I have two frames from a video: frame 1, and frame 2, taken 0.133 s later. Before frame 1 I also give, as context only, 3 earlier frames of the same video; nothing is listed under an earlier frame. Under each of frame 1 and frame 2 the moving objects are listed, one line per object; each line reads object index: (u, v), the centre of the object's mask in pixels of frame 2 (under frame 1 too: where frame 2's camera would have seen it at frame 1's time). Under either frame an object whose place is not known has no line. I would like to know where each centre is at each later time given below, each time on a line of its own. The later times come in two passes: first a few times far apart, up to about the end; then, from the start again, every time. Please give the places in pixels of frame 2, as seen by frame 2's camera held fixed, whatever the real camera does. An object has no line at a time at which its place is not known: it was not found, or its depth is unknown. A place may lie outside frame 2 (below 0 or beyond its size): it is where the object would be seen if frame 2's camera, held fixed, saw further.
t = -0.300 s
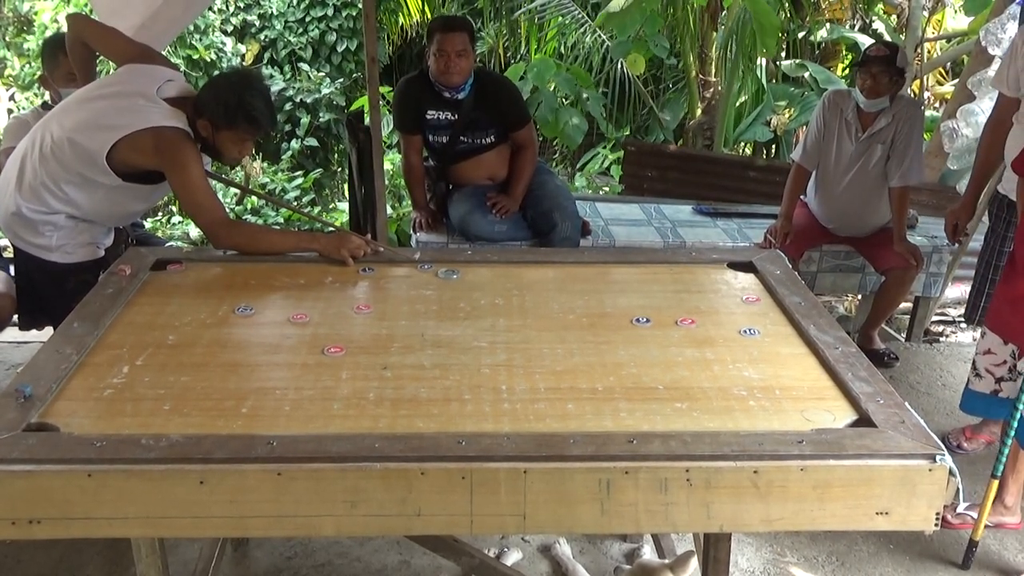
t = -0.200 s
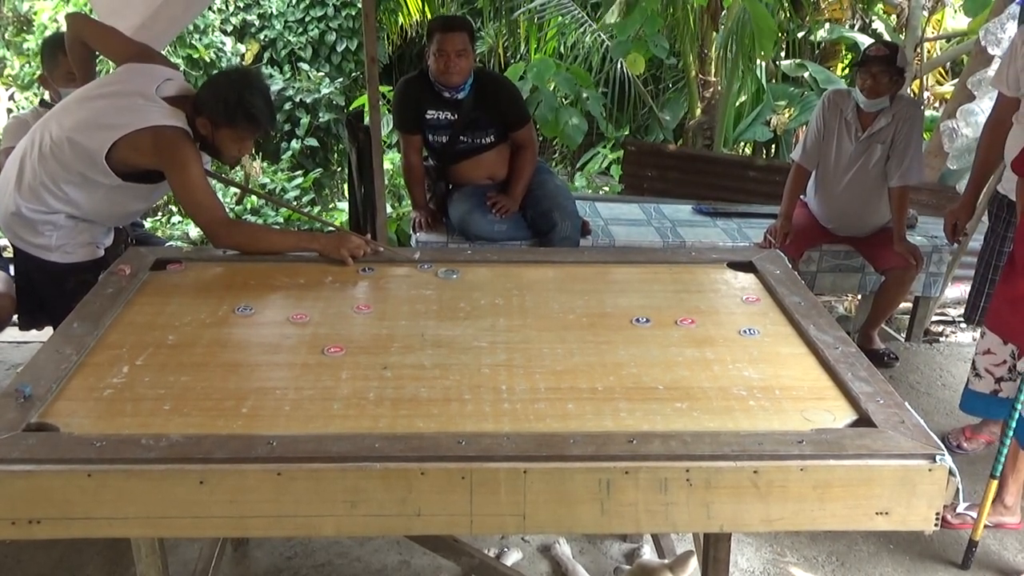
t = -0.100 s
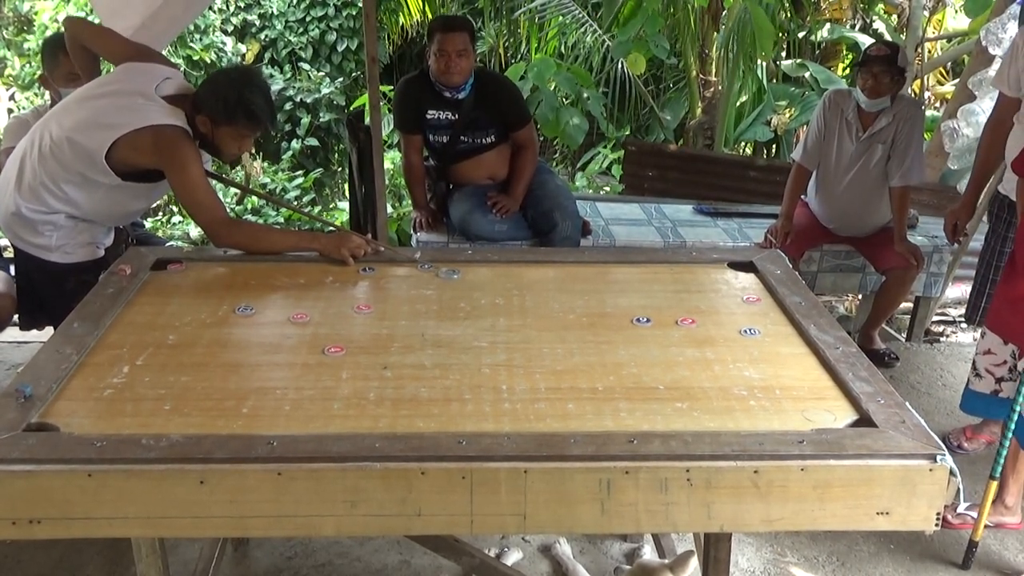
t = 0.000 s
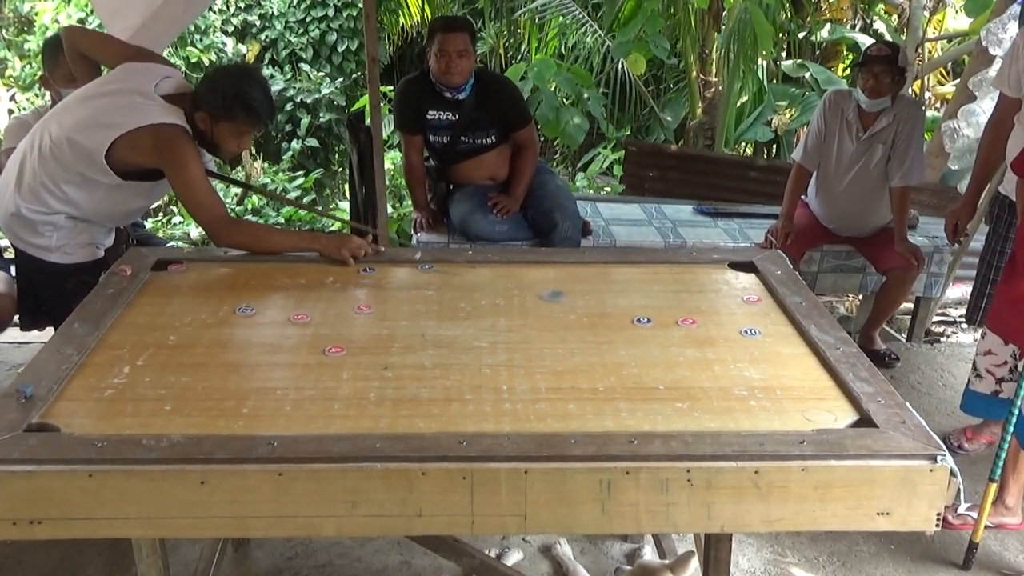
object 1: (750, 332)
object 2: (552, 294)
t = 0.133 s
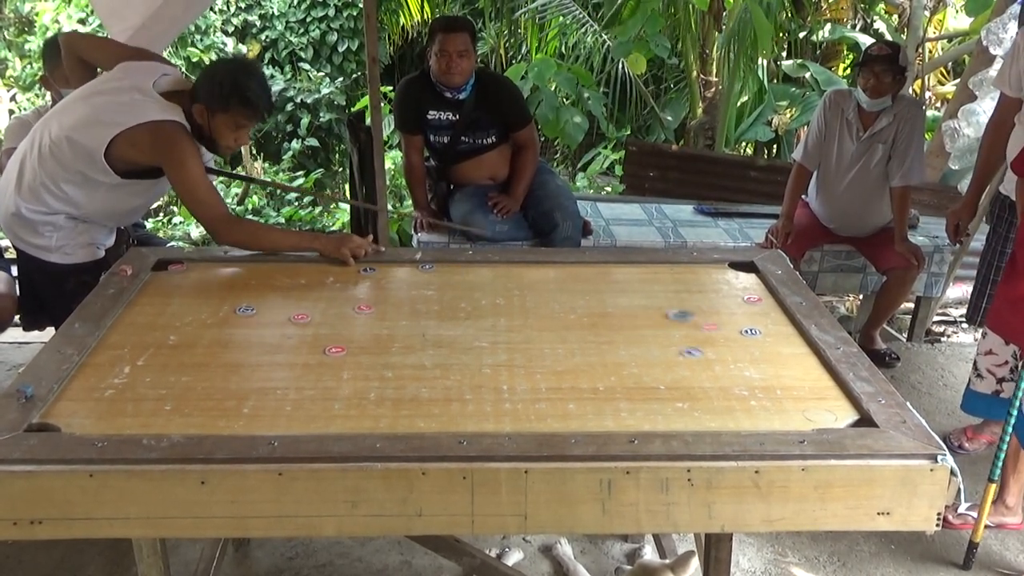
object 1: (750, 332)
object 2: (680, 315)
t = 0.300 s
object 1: (759, 328)
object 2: (766, 315)
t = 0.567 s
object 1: (661, 326)
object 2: (702, 309)
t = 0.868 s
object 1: (571, 325)
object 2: (627, 304)
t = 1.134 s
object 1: (504, 323)
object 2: (579, 301)
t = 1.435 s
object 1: (456, 320)
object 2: (545, 300)
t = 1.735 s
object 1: (434, 320)
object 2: (533, 299)
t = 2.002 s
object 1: (431, 320)
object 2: (533, 299)
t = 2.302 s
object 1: (431, 320)
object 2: (533, 299)
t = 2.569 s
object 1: (431, 320)
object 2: (533, 300)
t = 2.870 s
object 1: (431, 320)
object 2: (533, 299)
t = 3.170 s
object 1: (431, 320)
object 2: (533, 299)
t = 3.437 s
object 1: (430, 319)
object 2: (533, 300)
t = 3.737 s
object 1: (431, 320)
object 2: (533, 300)
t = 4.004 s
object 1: (431, 320)
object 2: (533, 299)
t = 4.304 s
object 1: (431, 320)
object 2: (533, 299)
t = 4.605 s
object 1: (431, 320)
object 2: (533, 300)
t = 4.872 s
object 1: (431, 320)
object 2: (533, 300)
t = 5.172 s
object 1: (430, 320)
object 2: (533, 299)
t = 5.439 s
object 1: (431, 320)
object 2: (533, 299)
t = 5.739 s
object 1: (431, 320)
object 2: (533, 300)
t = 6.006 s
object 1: (431, 320)
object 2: (533, 300)
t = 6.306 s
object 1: (431, 320)
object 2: (533, 300)
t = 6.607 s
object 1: (431, 320)
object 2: (533, 300)
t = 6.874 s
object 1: (431, 320)
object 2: (534, 299)
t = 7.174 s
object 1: (431, 320)
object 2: (534, 300)
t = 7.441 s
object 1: (431, 320)
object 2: (534, 300)
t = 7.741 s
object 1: (431, 320)
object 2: (534, 300)
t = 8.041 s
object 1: (431, 320)
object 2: (533, 299)
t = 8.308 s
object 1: (431, 320)
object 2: (534, 299)
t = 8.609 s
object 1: (431, 319)
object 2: (534, 300)
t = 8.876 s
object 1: (431, 320)
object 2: (534, 300)
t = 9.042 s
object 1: (431, 320)
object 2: (534, 300)
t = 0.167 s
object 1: (756, 332)
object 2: (697, 315)
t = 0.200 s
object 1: (775, 330)
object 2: (715, 314)
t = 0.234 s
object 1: (784, 329)
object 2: (732, 315)
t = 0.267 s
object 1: (771, 329)
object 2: (750, 315)
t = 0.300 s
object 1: (759, 328)
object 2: (766, 315)
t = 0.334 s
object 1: (745, 328)
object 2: (771, 314)
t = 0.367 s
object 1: (733, 328)
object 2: (762, 314)
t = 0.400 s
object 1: (720, 327)
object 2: (751, 313)
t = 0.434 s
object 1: (707, 327)
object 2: (741, 312)
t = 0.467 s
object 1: (696, 327)
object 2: (731, 311)
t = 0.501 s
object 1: (684, 327)
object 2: (721, 311)
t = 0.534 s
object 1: (673, 327)
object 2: (711, 309)
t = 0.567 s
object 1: (661, 326)
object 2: (702, 309)
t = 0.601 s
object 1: (649, 326)
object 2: (692, 308)
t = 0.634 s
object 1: (639, 326)
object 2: (683, 307)
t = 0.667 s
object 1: (628, 326)
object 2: (675, 307)
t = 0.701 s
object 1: (618, 326)
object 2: (666, 307)
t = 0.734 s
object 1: (608, 325)
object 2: (658, 306)
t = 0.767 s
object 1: (598, 325)
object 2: (650, 306)
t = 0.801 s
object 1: (588, 325)
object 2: (642, 305)
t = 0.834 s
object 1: (580, 325)
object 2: (634, 305)
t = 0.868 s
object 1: (571, 325)
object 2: (627, 304)
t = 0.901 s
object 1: (562, 324)
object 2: (620, 304)
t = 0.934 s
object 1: (552, 324)
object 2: (613, 303)
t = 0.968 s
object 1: (544, 324)
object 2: (606, 303)
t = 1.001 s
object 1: (536, 323)
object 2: (601, 302)
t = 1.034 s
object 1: (528, 323)
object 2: (596, 302)
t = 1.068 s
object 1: (519, 323)
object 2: (589, 301)
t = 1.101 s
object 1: (511, 323)
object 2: (584, 301)
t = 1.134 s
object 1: (504, 323)
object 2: (579, 301)
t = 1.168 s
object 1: (498, 323)
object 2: (574, 301)
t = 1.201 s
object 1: (491, 322)
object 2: (569, 300)
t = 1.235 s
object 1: (485, 322)
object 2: (565, 300)
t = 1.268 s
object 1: (479, 321)
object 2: (561, 300)
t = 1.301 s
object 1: (473, 321)
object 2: (557, 300)
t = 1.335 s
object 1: (468, 321)
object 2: (554, 300)
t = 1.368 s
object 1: (463, 320)
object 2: (551, 300)
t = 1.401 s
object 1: (459, 320)
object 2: (548, 300)
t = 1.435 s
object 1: (456, 320)
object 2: (545, 300)
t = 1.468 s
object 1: (452, 320)
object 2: (543, 299)
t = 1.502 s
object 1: (448, 320)
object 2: (541, 300)
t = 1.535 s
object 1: (445, 320)
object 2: (540, 300)
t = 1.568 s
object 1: (443, 320)
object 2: (538, 299)
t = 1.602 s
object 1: (441, 320)
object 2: (536, 299)
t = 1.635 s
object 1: (438, 320)
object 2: (536, 300)
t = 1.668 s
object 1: (437, 320)
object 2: (534, 300)
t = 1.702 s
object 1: (435, 320)
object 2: (534, 299)
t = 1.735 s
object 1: (434, 320)
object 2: (533, 299)
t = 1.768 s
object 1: (433, 320)
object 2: (533, 299)
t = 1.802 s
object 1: (432, 320)
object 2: (533, 299)
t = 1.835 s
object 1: (431, 320)
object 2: (533, 299)
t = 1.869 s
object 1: (431, 320)
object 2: (533, 299)
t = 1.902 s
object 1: (431, 320)
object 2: (533, 299)
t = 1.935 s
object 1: (431, 320)
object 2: (533, 299)
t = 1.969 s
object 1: (431, 320)
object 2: (533, 299)
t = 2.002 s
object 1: (431, 320)
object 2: (533, 299)
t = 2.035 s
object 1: (431, 320)
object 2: (533, 299)
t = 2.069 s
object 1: (431, 320)
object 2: (533, 299)
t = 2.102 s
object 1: (431, 320)
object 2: (533, 299)
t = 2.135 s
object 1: (431, 320)
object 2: (533, 299)
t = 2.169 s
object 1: (431, 320)
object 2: (533, 299)
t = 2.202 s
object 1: (431, 320)
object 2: (533, 299)
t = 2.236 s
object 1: (431, 320)
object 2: (533, 299)
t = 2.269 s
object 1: (431, 320)
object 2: (533, 299)
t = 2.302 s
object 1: (431, 320)
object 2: (533, 299)
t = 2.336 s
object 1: (431, 320)
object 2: (533, 299)
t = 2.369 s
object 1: (431, 320)
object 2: (533, 299)
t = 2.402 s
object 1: (431, 320)
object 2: (533, 299)
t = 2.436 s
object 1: (431, 320)
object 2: (533, 300)
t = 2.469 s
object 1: (431, 320)
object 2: (533, 299)
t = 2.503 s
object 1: (431, 320)
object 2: (533, 300)
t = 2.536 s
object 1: (431, 320)
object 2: (533, 300)
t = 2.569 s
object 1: (431, 320)
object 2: (533, 300)
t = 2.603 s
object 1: (431, 320)
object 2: (533, 300)
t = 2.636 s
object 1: (431, 320)
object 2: (533, 299)
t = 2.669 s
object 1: (431, 320)
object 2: (533, 299)
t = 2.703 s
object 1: (431, 320)
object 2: (533, 299)
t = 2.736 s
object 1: (431, 320)
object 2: (533, 299)
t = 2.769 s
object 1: (431, 320)
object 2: (533, 299)
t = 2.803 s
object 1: (431, 320)
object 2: (533, 299)
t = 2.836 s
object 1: (431, 320)
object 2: (533, 299)
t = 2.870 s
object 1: (431, 320)
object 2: (533, 299)
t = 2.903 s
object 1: (431, 320)
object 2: (533, 299)
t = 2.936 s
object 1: (431, 320)
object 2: (533, 299)
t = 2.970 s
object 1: (431, 320)
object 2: (533, 299)
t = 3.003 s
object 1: (431, 320)
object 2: (533, 299)
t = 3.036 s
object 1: (431, 320)
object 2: (533, 299)
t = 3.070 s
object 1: (431, 320)
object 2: (533, 299)
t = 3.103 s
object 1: (431, 320)
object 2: (533, 299)
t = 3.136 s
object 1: (431, 320)
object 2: (533, 299)
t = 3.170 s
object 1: (431, 320)
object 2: (533, 299)
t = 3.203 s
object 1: (431, 320)
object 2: (533, 299)
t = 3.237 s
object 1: (430, 320)
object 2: (533, 300)
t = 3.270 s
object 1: (430, 320)
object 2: (533, 300)
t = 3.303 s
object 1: (430, 320)
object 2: (533, 300)
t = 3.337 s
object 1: (430, 320)
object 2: (533, 299)
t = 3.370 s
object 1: (430, 320)
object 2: (533, 299)
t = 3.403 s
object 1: (430, 320)
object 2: (533, 300)
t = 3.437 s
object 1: (430, 319)
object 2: (533, 300)
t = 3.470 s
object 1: (430, 320)
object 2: (533, 299)
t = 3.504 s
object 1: (430, 320)
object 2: (533, 300)
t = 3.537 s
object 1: (430, 320)
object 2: (533, 299)
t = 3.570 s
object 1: (430, 320)
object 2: (533, 300)
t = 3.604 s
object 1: (430, 320)
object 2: (533, 299)
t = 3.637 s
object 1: (431, 320)
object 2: (533, 299)
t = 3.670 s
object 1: (431, 320)
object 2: (533, 299)
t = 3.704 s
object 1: (431, 320)
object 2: (533, 299)
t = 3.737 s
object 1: (431, 320)
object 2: (533, 300)
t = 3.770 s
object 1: (431, 320)
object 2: (533, 299)
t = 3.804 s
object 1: (431, 320)
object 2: (533, 299)
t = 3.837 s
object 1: (431, 320)
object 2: (533, 299)
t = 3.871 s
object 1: (431, 320)
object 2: (533, 299)
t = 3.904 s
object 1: (431, 320)
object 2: (533, 299)
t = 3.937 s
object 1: (431, 320)
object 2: (533, 299)
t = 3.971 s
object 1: (431, 320)
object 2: (533, 299)
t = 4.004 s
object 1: (431, 320)
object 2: (533, 299)
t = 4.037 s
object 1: (430, 320)
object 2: (533, 299)
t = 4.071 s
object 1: (431, 320)
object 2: (533, 299)
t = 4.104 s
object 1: (431, 320)
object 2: (533, 299)
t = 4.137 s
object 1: (431, 320)
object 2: (533, 299)
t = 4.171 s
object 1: (431, 320)
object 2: (533, 299)
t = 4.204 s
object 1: (431, 320)
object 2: (533, 299)
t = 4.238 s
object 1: (431, 320)
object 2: (533, 299)
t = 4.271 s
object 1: (430, 320)
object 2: (533, 299)
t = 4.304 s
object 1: (431, 320)
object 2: (533, 299)
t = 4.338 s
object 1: (431, 320)
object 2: (533, 299)
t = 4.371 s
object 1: (431, 320)
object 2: (533, 299)
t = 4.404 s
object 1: (431, 320)
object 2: (533, 299)
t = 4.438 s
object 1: (431, 320)
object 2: (533, 299)
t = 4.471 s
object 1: (431, 320)
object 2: (533, 299)
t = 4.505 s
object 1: (431, 320)
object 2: (533, 299)
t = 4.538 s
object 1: (431, 320)
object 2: (533, 299)
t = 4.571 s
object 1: (431, 320)
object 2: (533, 299)
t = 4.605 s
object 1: (431, 320)
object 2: (533, 300)
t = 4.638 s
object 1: (431, 320)
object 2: (533, 299)
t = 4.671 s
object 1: (431, 320)
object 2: (533, 299)
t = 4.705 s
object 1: (431, 320)
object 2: (533, 300)
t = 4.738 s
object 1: (431, 320)
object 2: (533, 300)
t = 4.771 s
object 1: (431, 320)
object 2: (533, 300)
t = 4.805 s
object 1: (431, 320)
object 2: (533, 300)
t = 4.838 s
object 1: (431, 320)
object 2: (533, 300)
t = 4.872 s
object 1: (431, 320)
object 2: (533, 300)
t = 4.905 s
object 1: (431, 320)
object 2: (533, 300)
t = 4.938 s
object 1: (431, 320)
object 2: (533, 300)
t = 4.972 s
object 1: (431, 320)
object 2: (533, 300)
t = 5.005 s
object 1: (431, 320)
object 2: (533, 300)
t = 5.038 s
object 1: (431, 320)
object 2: (533, 300)
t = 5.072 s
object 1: (431, 320)
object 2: (533, 300)
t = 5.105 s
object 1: (431, 320)
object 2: (533, 300)
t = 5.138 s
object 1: (430, 320)
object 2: (533, 300)
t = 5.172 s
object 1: (430, 320)
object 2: (533, 299)
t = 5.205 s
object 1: (430, 320)
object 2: (533, 300)
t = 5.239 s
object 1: (430, 320)
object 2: (533, 300)
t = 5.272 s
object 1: (430, 320)
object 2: (533, 299)
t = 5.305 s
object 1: (431, 320)
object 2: (533, 299)
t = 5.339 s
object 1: (431, 320)
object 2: (533, 299)
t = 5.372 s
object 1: (431, 320)
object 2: (533, 299)
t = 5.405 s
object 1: (431, 320)
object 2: (533, 299)
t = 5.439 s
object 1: (431, 320)
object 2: (533, 299)
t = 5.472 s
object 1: (431, 320)
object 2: (533, 299)
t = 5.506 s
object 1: (431, 320)
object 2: (533, 299)
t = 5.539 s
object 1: (431, 320)
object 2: (533, 299)
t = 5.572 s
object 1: (431, 320)
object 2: (533, 299)
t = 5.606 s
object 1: (431, 320)
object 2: (533, 299)
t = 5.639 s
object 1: (430, 320)
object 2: (533, 299)
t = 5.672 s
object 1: (431, 320)
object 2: (533, 299)
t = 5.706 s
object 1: (431, 320)
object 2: (533, 299)
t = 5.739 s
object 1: (431, 320)
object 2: (533, 300)
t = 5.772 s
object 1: (431, 320)
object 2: (533, 300)
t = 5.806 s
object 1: (431, 320)
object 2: (534, 300)
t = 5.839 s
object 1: (431, 320)
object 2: (533, 300)
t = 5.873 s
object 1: (431, 320)
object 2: (534, 300)
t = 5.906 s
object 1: (431, 320)
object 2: (533, 300)
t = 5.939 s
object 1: (431, 320)
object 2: (533, 300)
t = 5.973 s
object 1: (431, 319)
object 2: (533, 300)
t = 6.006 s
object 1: (431, 320)
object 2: (533, 300)
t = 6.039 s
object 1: (431, 320)
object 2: (533, 300)
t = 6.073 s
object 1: (431, 319)
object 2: (533, 300)
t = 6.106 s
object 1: (431, 320)
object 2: (533, 300)
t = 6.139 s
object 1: (431, 320)
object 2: (533, 300)
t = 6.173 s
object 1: (431, 320)
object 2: (533, 300)
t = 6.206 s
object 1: (431, 320)
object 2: (533, 300)
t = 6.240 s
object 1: (431, 320)
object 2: (533, 300)
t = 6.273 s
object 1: (431, 320)
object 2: (533, 300)
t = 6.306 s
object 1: (431, 320)
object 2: (533, 300)
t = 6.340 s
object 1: (431, 320)
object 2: (533, 300)
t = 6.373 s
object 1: (431, 320)
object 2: (533, 300)
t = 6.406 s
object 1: (431, 319)
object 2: (533, 300)
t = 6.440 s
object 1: (431, 319)
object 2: (533, 300)
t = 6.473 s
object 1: (431, 320)
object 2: (533, 300)
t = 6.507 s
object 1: (431, 319)
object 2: (533, 300)
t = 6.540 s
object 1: (431, 319)
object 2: (533, 300)
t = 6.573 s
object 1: (431, 320)
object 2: (533, 300)
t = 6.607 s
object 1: (431, 320)
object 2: (533, 300)
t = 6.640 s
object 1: (431, 320)
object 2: (533, 300)
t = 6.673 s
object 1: (431, 320)
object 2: (533, 300)
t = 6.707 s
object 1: (431, 320)
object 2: (533, 300)
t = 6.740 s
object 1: (431, 320)
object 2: (533, 300)
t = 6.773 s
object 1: (431, 320)
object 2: (533, 300)
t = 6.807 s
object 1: (431, 320)
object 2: (533, 299)
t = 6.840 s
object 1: (431, 320)
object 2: (534, 299)
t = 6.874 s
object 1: (431, 320)
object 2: (534, 299)
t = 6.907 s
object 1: (431, 320)
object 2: (534, 299)
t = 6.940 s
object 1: (431, 320)
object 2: (534, 299)
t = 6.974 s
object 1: (431, 320)
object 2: (534, 299)
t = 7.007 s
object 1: (431, 320)
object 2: (534, 299)
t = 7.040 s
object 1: (431, 320)
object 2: (534, 299)
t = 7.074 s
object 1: (431, 320)
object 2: (534, 299)
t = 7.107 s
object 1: (431, 320)
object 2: (534, 300)
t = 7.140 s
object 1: (431, 320)
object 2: (534, 299)
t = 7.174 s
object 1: (431, 320)
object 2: (534, 300)
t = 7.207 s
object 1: (431, 320)
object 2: (534, 300)
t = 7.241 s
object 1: (431, 319)
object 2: (534, 300)
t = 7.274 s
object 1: (431, 320)
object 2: (534, 300)
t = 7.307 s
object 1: (431, 320)
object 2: (534, 300)
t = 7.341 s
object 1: (431, 320)
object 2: (534, 300)
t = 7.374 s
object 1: (431, 320)
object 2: (534, 300)
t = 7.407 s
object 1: (431, 319)
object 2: (533, 300)
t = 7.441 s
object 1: (431, 320)
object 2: (534, 300)
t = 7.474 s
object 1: (431, 320)
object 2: (533, 300)
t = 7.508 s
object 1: (431, 319)
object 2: (533, 300)
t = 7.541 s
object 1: (431, 320)
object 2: (533, 300)
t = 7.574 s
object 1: (431, 319)
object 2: (533, 300)
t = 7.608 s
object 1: (431, 320)
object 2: (534, 300)
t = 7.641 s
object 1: (431, 319)
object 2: (534, 300)
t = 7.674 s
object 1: (431, 320)
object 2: (534, 300)
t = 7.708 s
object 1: (431, 320)
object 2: (534, 300)
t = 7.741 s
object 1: (431, 320)
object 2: (534, 300)
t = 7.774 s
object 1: (431, 320)
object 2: (533, 300)
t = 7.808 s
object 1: (431, 319)
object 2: (534, 299)
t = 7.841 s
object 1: (431, 319)
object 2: (533, 299)
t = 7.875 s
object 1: (431, 320)
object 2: (534, 299)
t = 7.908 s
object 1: (431, 320)
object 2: (533, 299)
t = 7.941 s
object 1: (431, 320)
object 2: (533, 299)
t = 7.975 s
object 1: (431, 320)
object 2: (533, 299)
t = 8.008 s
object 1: (431, 320)
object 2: (533, 299)
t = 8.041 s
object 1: (431, 320)
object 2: (533, 299)
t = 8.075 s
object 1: (431, 320)
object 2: (533, 299)
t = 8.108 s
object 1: (431, 320)
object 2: (533, 299)
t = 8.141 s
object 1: (431, 320)
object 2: (534, 299)
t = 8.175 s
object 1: (431, 320)
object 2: (534, 299)
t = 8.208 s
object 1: (431, 320)
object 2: (534, 299)
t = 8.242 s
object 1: (431, 320)
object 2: (534, 299)
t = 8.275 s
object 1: (431, 320)
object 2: (534, 299)
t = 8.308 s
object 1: (431, 320)
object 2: (534, 299)
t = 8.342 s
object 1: (431, 320)
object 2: (533, 299)
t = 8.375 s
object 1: (431, 319)
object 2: (534, 300)
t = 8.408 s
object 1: (431, 320)
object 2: (534, 299)
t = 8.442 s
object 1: (431, 320)
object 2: (534, 299)
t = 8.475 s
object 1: (431, 320)
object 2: (534, 300)
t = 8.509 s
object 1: (431, 319)
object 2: (534, 299)
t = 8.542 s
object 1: (431, 319)
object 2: (534, 299)
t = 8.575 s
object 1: (431, 319)
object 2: (534, 299)
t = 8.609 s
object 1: (431, 319)
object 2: (534, 300)
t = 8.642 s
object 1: (431, 320)
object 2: (534, 299)
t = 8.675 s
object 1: (431, 320)
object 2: (534, 300)
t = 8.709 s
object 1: (431, 320)
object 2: (533, 300)
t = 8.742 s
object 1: (431, 320)
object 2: (534, 300)
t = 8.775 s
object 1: (431, 319)
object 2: (534, 300)
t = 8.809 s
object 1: (431, 319)
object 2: (534, 300)
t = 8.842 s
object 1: (431, 320)
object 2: (534, 300)
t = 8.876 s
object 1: (431, 320)
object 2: (534, 300)
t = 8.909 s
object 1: (431, 320)
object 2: (534, 300)
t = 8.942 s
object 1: (431, 320)
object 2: (534, 300)
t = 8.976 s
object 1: (431, 320)
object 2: (533, 300)
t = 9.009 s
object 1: (431, 320)
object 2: (533, 300)
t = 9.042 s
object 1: (431, 320)
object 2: (534, 300)
